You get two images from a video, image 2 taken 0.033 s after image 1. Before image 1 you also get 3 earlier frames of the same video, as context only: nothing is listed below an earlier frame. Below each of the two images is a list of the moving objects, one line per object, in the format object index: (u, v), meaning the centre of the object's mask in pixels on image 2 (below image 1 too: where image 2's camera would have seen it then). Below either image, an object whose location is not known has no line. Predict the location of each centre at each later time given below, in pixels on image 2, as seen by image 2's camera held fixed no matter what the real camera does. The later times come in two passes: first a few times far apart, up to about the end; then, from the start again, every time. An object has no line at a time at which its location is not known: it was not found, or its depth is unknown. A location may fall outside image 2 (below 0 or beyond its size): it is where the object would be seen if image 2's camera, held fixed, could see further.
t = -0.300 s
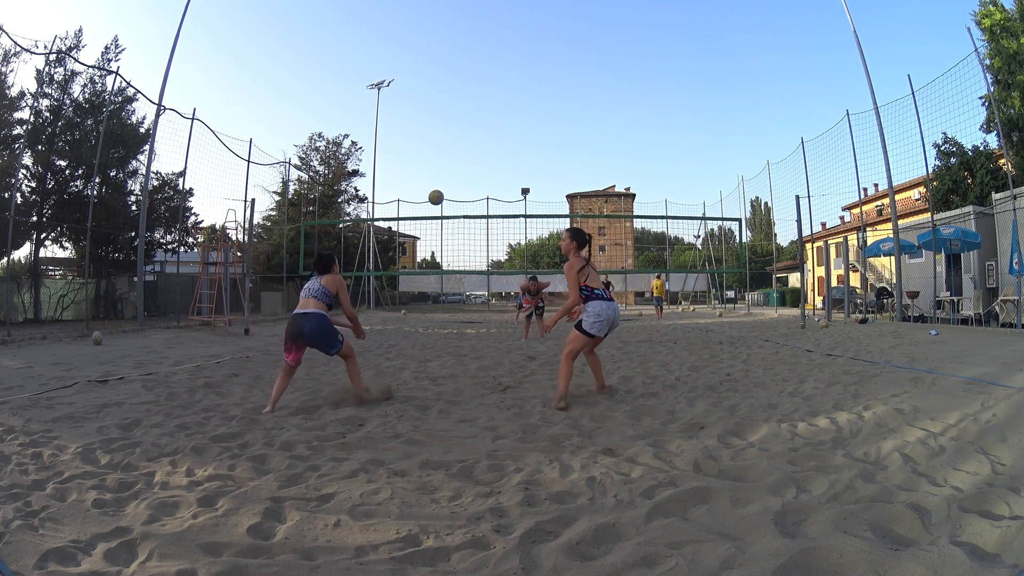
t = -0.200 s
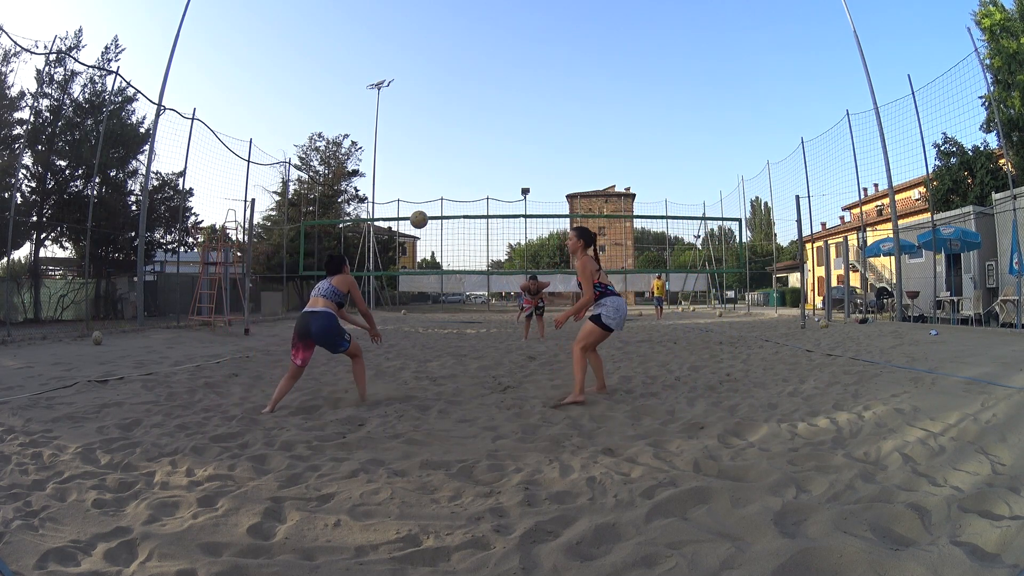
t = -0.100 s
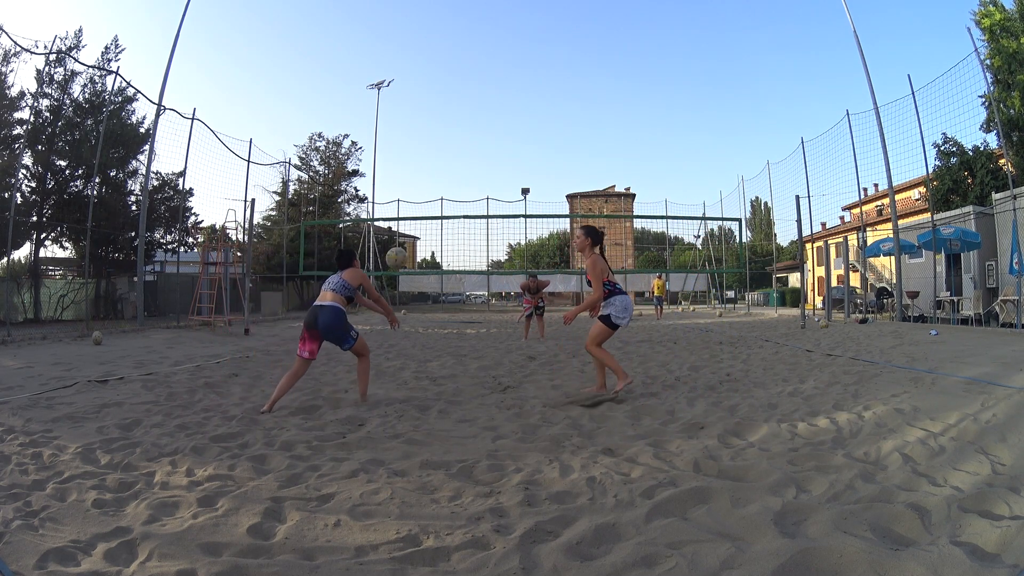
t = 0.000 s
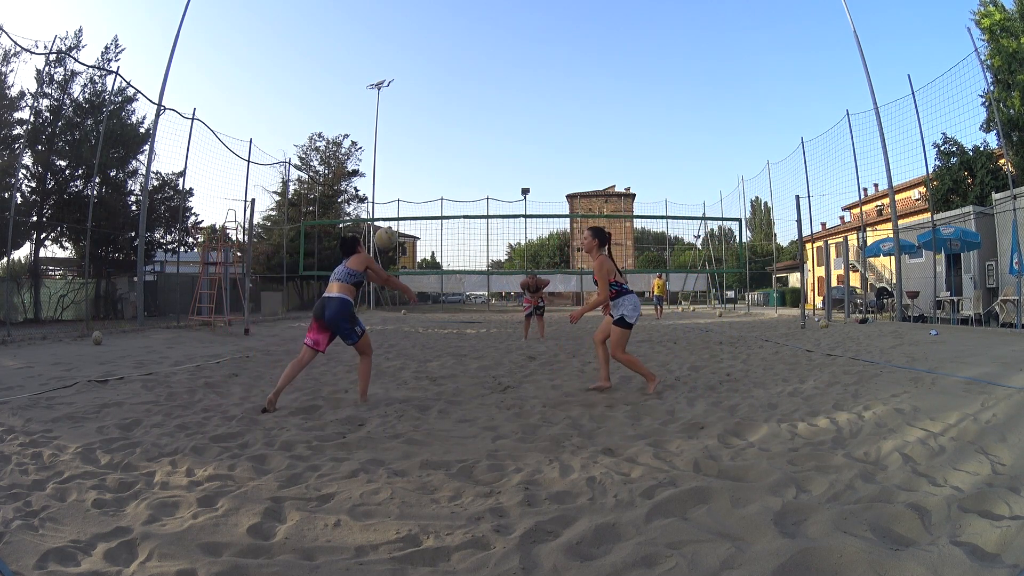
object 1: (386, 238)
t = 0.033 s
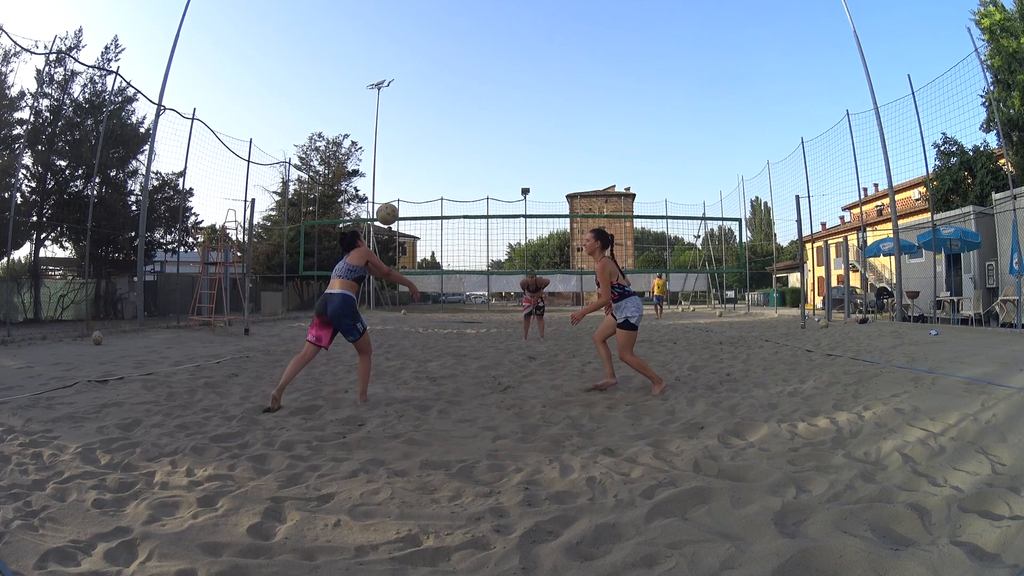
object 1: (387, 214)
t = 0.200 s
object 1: (394, 120)
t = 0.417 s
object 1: (400, 53)
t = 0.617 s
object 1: (400, 30)
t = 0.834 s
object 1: (397, 34)
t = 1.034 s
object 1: (390, 63)
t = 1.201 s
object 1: (383, 107)
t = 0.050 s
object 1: (388, 203)
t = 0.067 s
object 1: (389, 192)
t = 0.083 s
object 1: (389, 181)
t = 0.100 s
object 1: (390, 171)
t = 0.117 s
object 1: (391, 162)
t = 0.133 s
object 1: (391, 152)
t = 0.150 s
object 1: (392, 144)
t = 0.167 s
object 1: (393, 135)
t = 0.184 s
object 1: (394, 127)
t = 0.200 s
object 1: (394, 120)
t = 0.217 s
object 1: (395, 113)
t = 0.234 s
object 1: (395, 106)
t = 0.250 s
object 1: (396, 100)
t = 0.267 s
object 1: (396, 94)
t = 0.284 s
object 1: (397, 88)
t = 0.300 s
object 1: (397, 83)
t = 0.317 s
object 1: (398, 78)
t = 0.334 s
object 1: (398, 73)
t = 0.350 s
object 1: (399, 69)
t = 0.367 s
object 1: (399, 65)
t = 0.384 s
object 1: (399, 61)
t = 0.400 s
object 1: (400, 57)
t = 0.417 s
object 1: (400, 53)
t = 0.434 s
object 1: (400, 50)
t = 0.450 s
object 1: (400, 47)
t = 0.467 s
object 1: (400, 45)
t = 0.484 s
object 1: (400, 42)
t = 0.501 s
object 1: (400, 40)
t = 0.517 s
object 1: (400, 38)
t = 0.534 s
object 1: (400, 36)
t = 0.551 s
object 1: (401, 35)
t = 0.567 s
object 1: (401, 33)
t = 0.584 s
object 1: (401, 32)
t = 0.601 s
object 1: (401, 31)
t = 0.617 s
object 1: (400, 30)
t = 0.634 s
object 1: (400, 29)
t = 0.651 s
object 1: (400, 29)
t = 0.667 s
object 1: (400, 28)
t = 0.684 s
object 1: (400, 28)
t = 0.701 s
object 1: (399, 28)
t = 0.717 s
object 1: (399, 28)
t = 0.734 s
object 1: (399, 29)
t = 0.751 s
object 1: (399, 29)
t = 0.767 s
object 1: (398, 30)
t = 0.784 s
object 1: (398, 31)
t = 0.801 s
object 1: (397, 32)
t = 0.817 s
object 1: (397, 33)
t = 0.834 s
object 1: (397, 34)
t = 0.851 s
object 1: (396, 36)
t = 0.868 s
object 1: (396, 37)
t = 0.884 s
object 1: (395, 39)
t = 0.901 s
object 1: (395, 41)
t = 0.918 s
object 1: (394, 43)
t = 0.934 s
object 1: (394, 45)
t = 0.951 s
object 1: (393, 48)
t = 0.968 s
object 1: (392, 51)
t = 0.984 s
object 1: (392, 53)
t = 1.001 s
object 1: (391, 56)
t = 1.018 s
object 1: (391, 60)
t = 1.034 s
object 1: (390, 63)
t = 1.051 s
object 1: (390, 67)
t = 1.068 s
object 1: (389, 70)
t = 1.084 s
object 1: (388, 74)
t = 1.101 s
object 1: (388, 78)
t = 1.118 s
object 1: (387, 83)
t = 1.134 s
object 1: (386, 87)
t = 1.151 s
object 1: (385, 92)
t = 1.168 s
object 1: (385, 97)
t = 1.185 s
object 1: (384, 102)
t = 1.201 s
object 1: (383, 107)
